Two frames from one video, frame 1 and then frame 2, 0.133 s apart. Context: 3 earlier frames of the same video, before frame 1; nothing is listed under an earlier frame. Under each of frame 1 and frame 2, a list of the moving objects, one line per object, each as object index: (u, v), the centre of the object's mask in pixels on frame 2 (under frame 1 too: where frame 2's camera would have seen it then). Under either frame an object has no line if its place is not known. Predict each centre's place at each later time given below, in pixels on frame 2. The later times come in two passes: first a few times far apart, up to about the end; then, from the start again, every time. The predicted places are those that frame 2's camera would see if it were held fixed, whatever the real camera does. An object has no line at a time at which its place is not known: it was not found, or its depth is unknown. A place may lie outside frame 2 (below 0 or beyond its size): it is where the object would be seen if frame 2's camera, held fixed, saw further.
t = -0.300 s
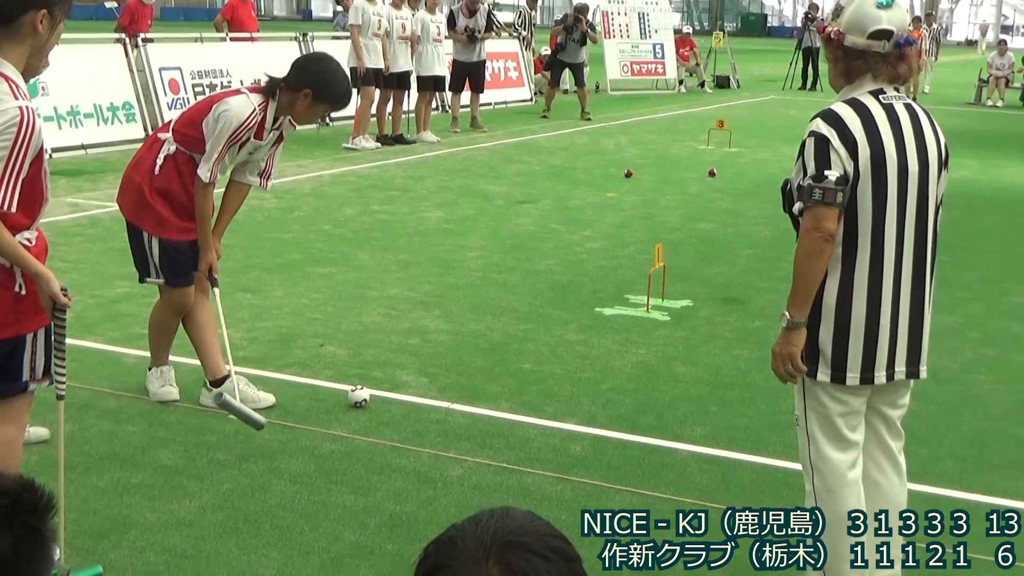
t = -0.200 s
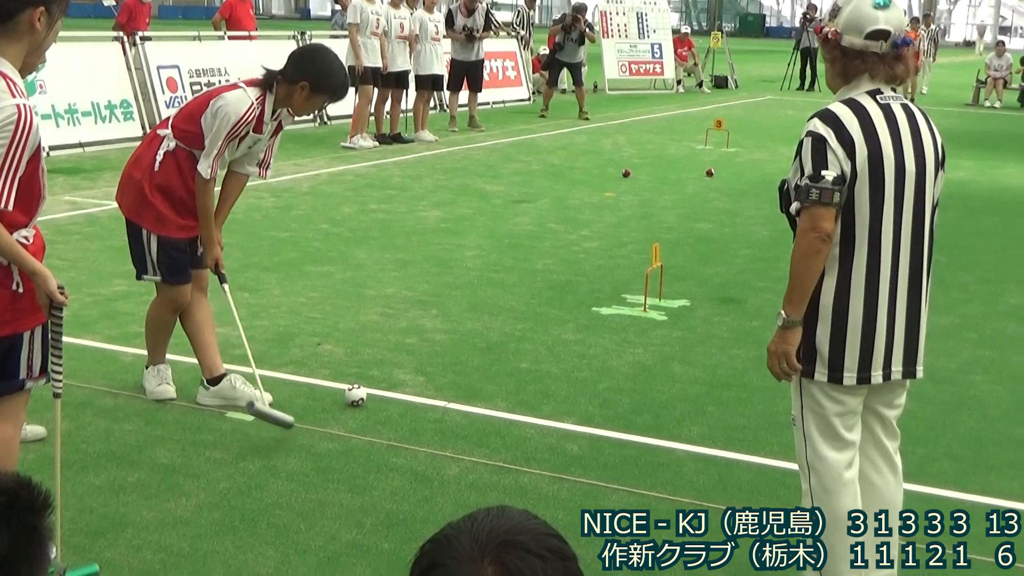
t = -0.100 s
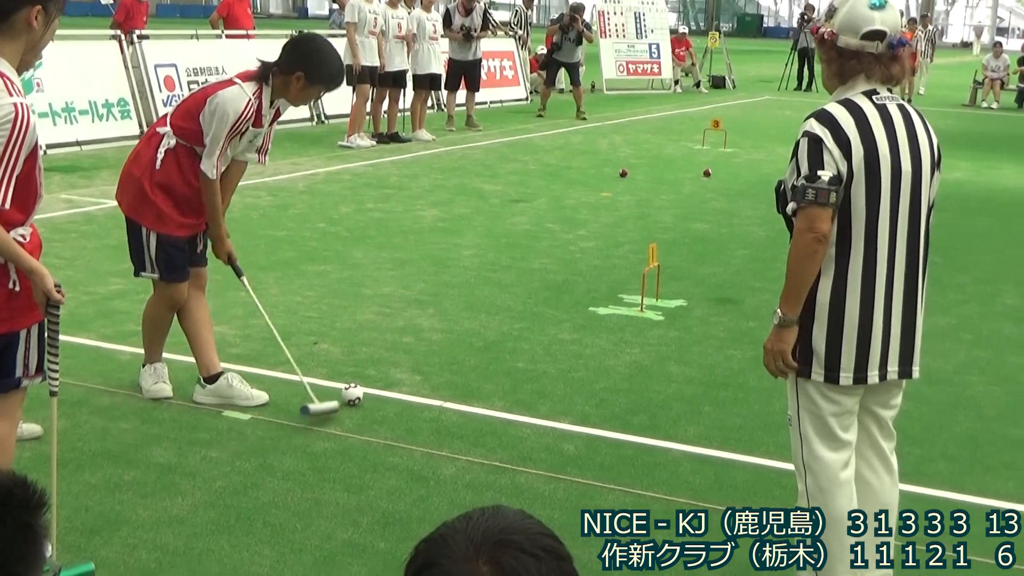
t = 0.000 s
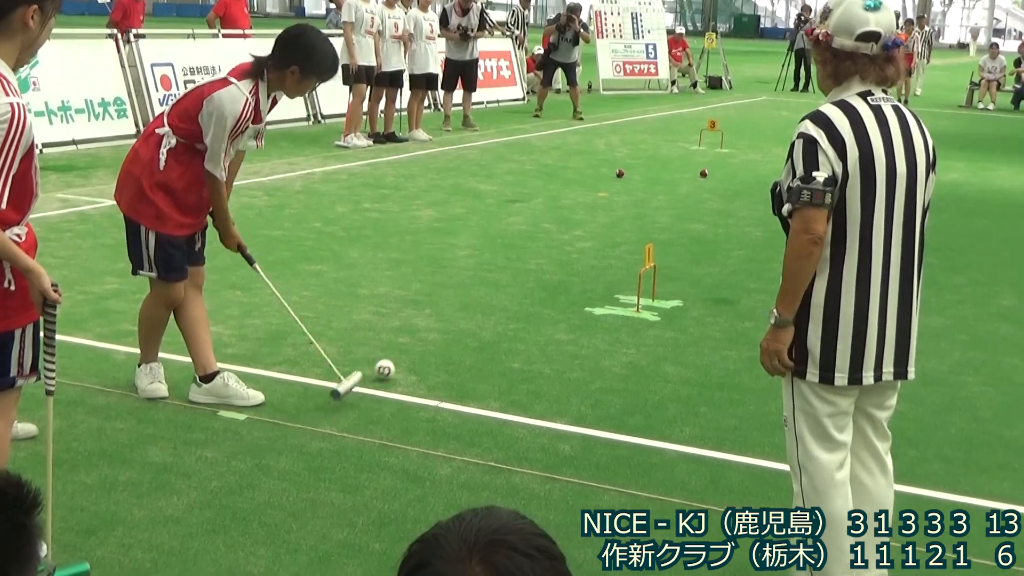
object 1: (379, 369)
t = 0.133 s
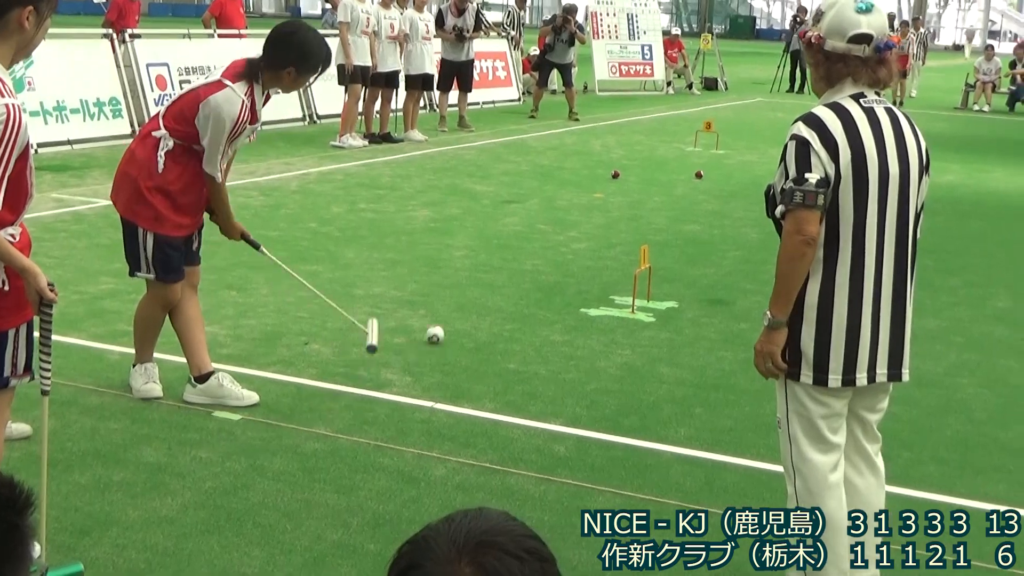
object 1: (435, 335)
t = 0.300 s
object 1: (485, 302)
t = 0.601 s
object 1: (543, 263)
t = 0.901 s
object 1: (580, 237)
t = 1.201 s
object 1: (608, 219)
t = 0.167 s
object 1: (446, 327)
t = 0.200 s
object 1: (457, 321)
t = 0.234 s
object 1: (467, 314)
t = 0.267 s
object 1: (477, 308)
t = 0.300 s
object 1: (485, 302)
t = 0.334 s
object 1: (493, 297)
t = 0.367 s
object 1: (501, 292)
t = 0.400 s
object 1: (508, 287)
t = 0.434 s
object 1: (514, 283)
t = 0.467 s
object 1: (521, 278)
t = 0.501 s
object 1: (527, 275)
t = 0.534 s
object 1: (532, 270)
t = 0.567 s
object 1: (538, 267)
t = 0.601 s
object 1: (543, 263)
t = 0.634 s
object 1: (547, 260)
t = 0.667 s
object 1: (552, 257)
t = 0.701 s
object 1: (557, 254)
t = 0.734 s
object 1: (561, 251)
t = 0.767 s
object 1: (565, 248)
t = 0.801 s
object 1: (569, 245)
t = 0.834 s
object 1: (573, 242)
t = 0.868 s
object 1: (577, 240)
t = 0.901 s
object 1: (580, 237)
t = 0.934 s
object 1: (584, 235)
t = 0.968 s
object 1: (587, 232)
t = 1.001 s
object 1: (591, 230)
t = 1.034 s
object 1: (594, 228)
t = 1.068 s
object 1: (597, 226)
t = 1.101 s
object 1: (600, 224)
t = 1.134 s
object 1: (602, 222)
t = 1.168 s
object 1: (605, 221)
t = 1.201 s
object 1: (608, 219)
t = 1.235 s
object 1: (611, 217)
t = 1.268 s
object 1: (614, 216)
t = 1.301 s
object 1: (616, 214)
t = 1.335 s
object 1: (619, 213)
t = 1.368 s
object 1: (621, 211)
